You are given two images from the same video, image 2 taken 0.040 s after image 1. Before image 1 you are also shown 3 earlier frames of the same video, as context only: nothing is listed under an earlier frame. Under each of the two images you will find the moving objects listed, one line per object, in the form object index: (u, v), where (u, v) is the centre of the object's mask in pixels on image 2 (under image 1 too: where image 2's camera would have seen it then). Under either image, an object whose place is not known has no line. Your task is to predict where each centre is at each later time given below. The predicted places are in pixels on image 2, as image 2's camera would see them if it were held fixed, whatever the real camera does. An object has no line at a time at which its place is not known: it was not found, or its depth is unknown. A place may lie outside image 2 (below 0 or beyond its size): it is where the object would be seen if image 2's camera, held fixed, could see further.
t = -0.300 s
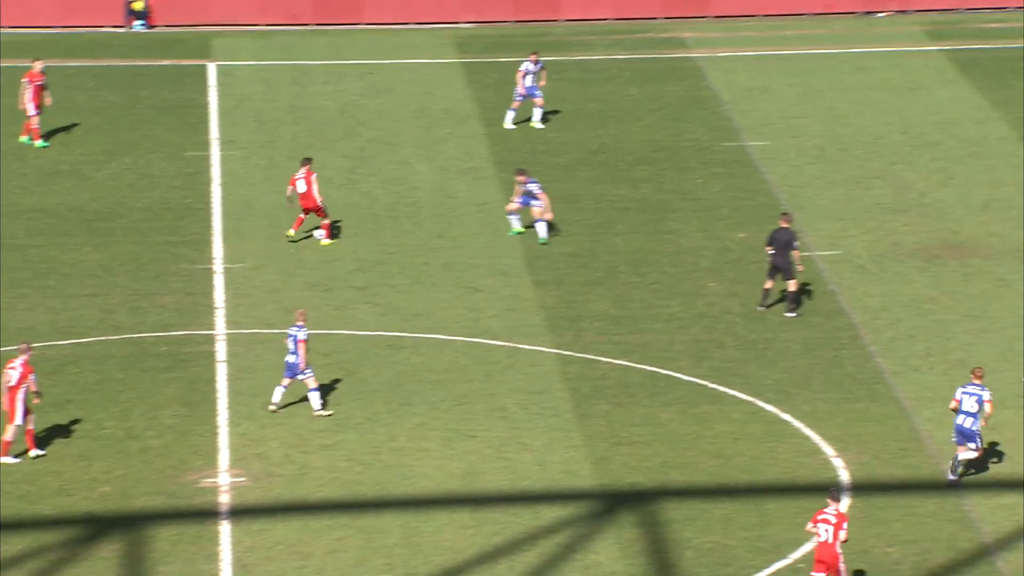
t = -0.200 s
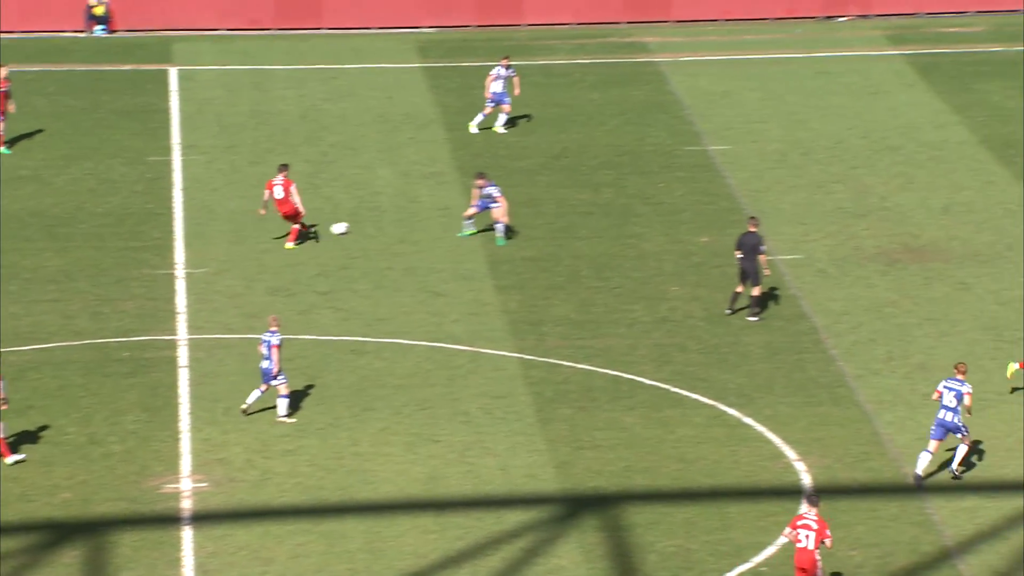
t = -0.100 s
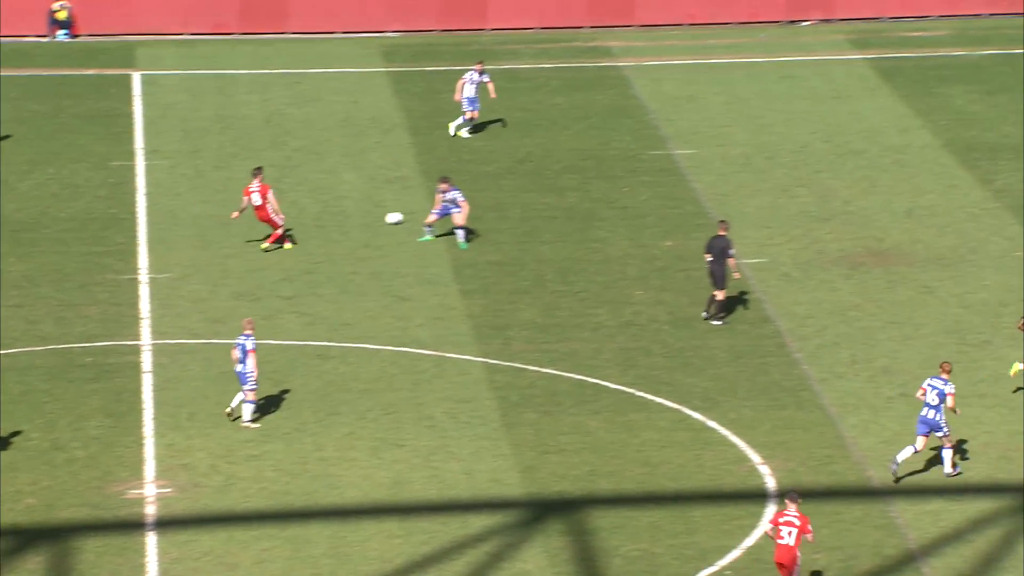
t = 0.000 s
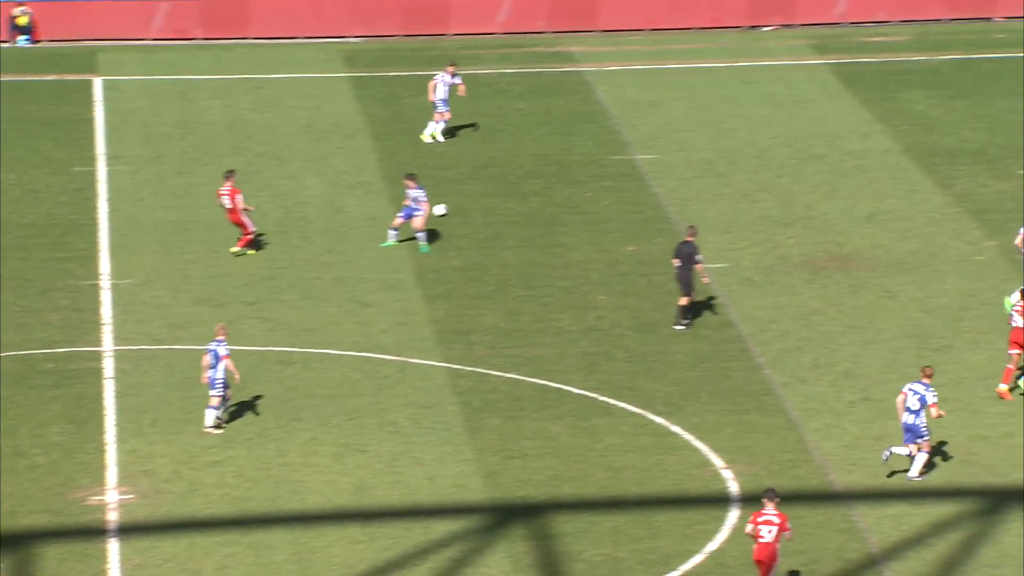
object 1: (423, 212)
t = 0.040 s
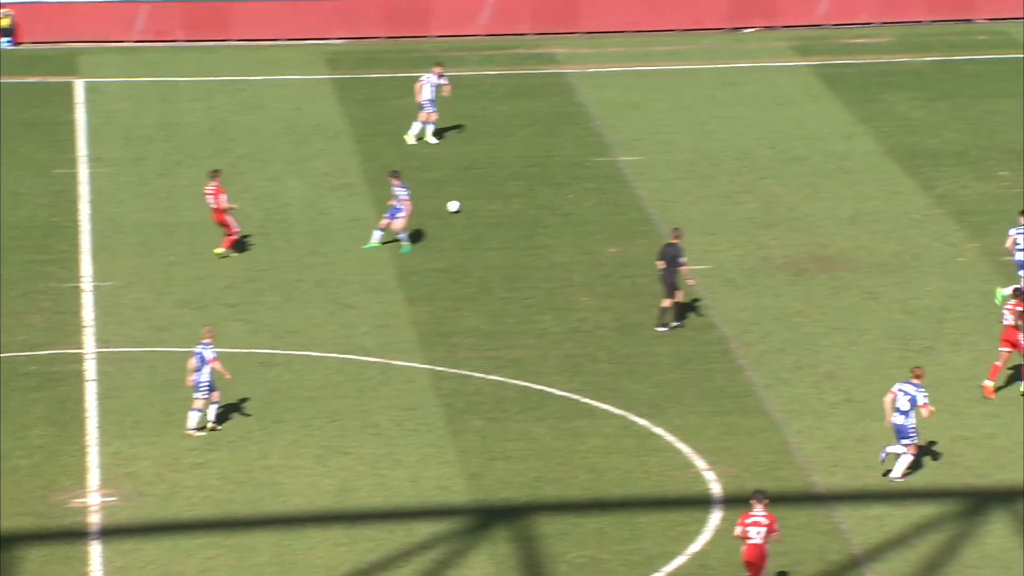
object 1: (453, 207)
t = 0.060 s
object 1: (468, 205)
